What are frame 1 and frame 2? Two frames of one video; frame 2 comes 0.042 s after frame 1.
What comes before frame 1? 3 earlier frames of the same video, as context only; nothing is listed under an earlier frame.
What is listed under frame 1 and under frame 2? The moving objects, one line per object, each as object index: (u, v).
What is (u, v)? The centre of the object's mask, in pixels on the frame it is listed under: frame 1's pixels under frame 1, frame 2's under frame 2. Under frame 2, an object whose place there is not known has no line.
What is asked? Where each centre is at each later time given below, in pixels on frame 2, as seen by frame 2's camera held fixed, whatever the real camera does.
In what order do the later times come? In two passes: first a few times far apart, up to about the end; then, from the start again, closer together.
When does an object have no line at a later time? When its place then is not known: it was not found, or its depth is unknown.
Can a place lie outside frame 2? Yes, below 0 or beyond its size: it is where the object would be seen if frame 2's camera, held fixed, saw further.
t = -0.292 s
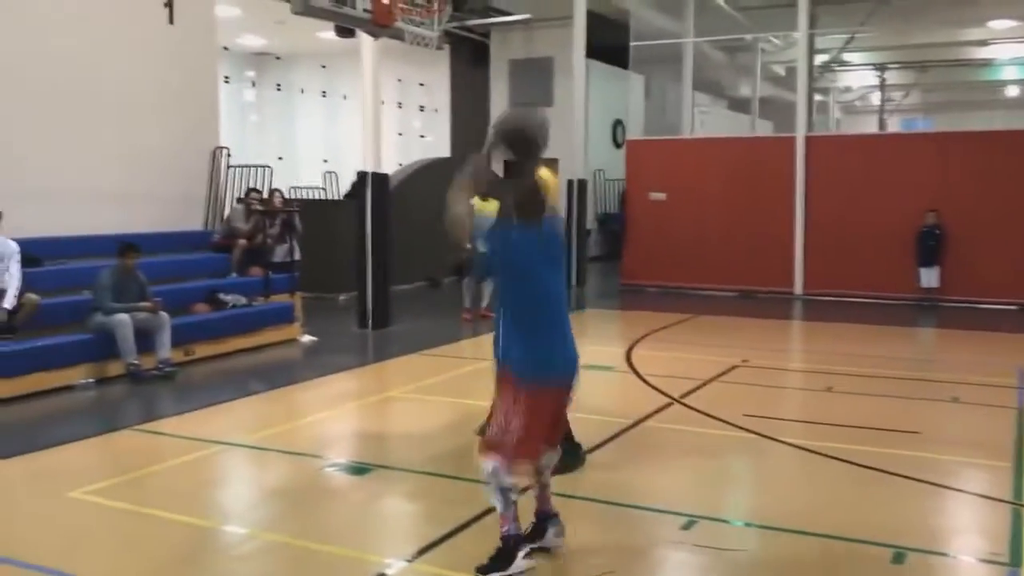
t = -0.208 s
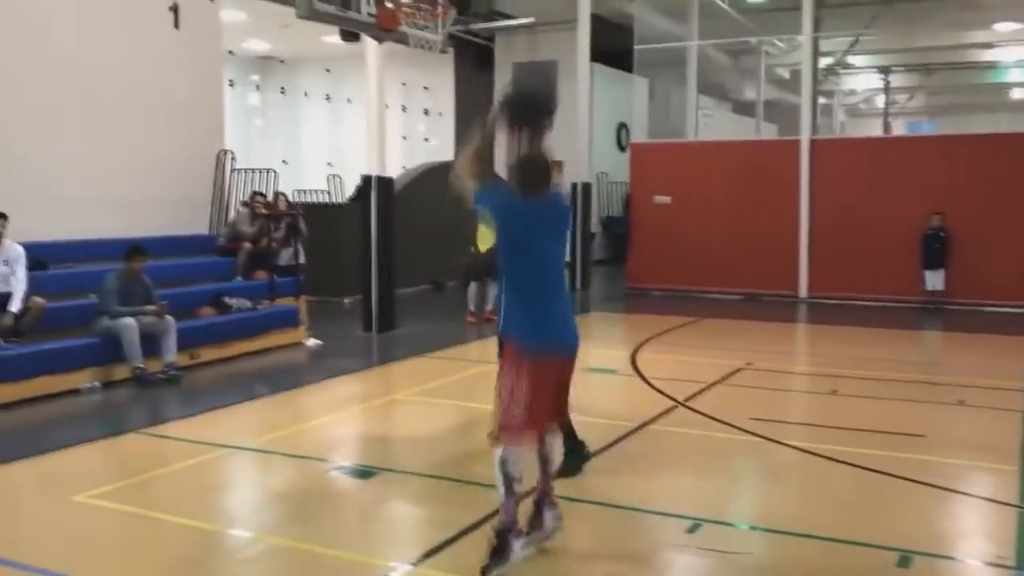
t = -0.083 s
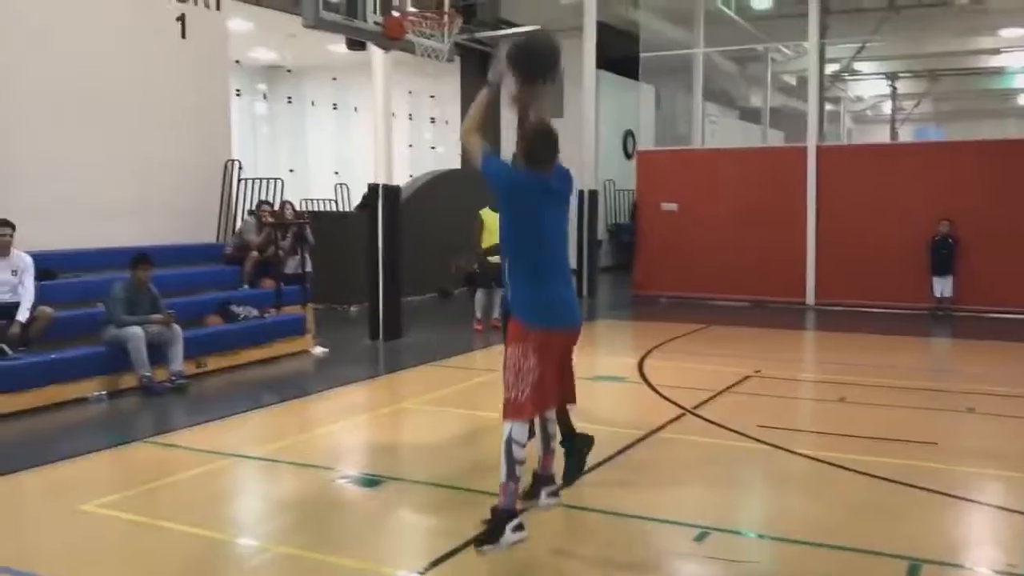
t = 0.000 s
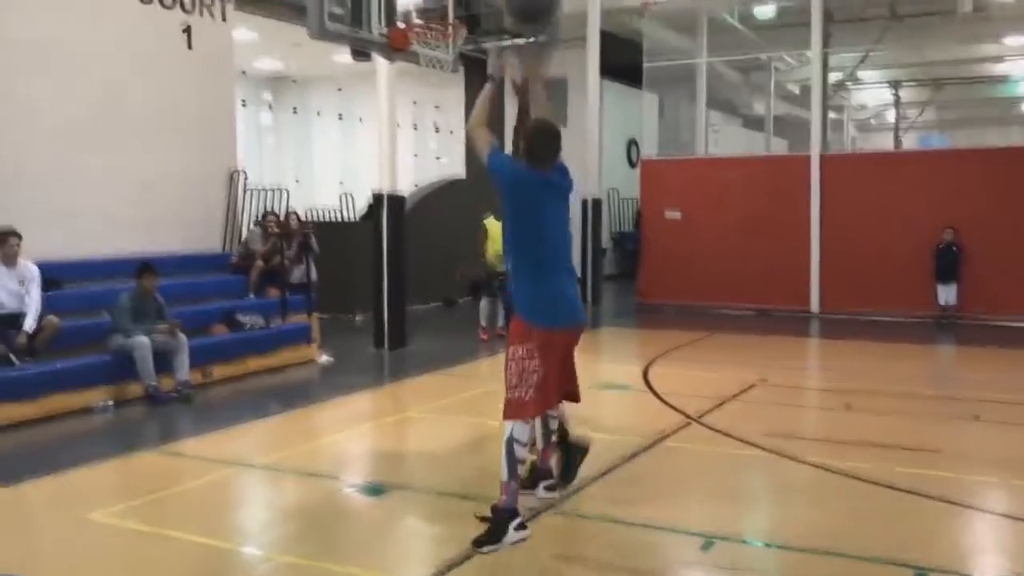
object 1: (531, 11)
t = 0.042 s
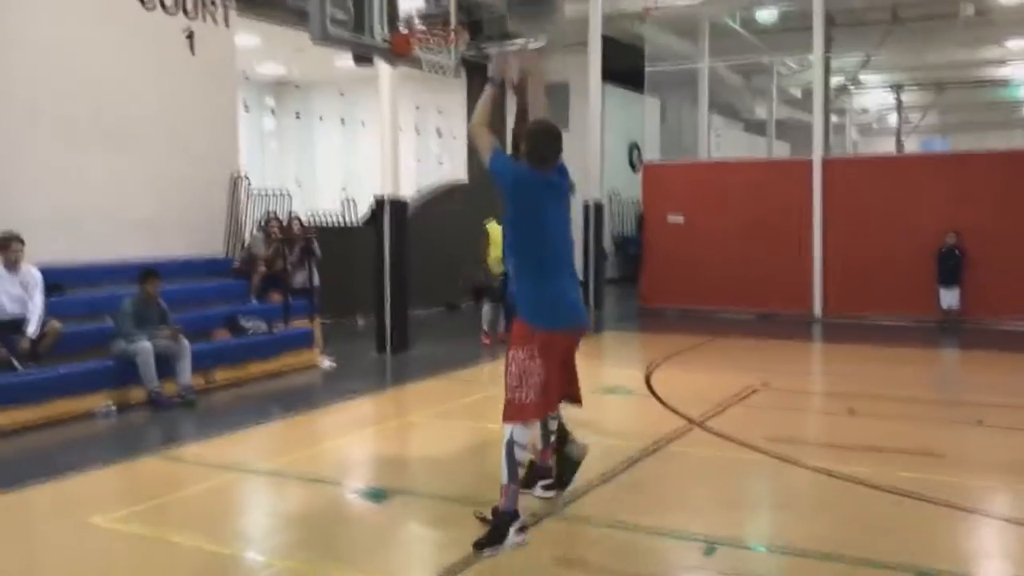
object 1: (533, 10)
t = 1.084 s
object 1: (451, -106)
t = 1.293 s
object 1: (441, -31)
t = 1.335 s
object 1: (439, -18)
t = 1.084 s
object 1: (451, -106)
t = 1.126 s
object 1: (449, -94)
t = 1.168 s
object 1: (447, -77)
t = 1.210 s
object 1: (445, -59)
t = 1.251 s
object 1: (445, -49)
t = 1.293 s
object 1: (441, -31)
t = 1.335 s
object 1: (439, -18)
